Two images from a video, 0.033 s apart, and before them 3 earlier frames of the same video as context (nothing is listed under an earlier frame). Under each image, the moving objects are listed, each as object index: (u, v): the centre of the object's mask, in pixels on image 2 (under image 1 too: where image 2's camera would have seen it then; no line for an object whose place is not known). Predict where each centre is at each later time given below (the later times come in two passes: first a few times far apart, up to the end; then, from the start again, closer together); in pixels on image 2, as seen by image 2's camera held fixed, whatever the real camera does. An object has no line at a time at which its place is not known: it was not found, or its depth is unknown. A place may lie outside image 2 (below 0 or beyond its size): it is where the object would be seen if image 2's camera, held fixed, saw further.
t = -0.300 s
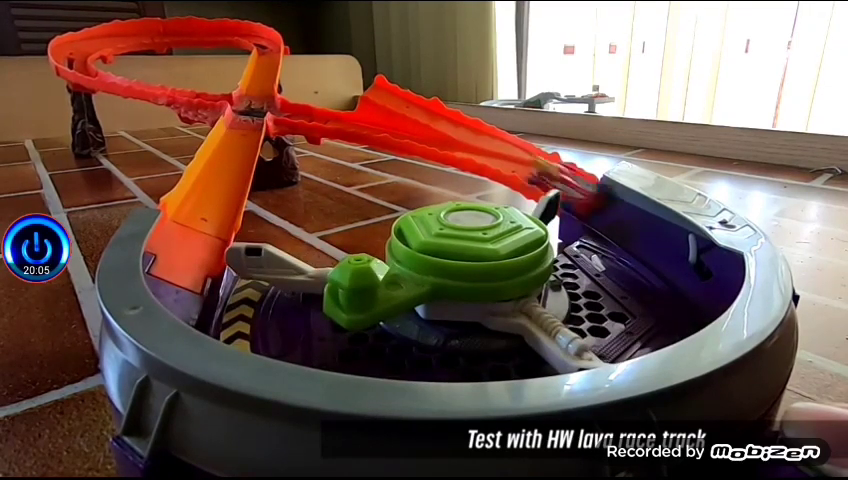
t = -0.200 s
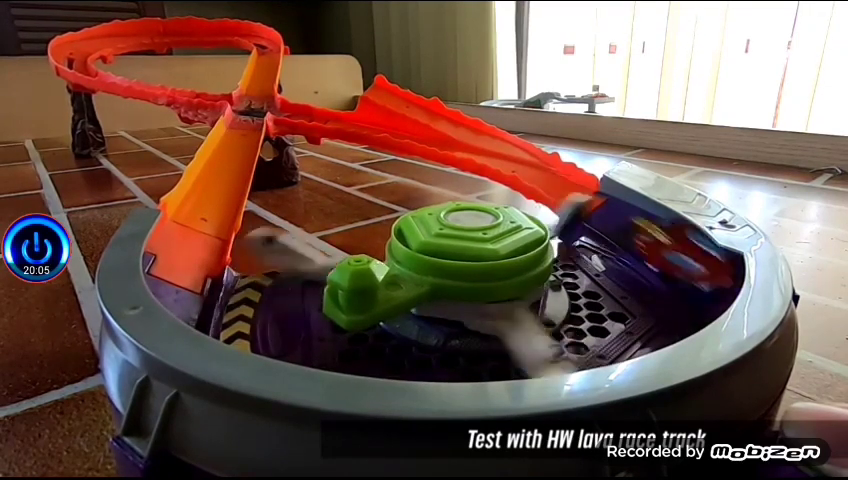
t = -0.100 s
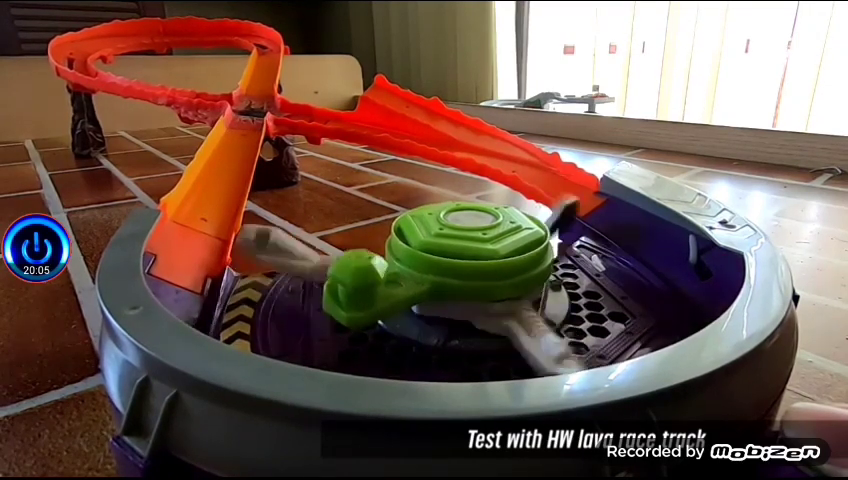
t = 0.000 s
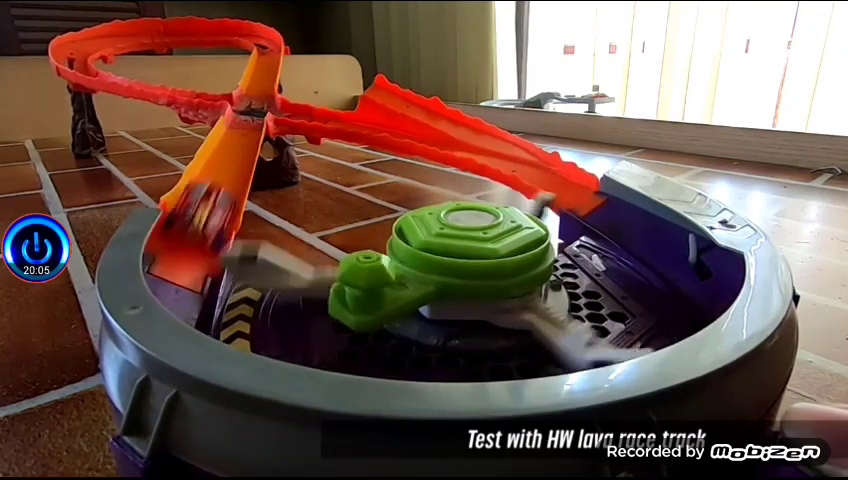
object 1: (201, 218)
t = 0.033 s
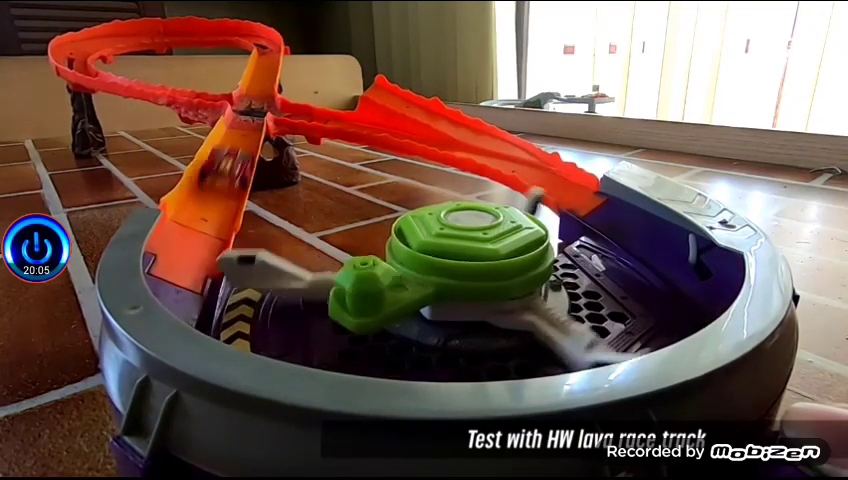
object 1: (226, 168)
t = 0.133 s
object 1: (253, 97)
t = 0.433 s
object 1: (164, 35)
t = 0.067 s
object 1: (239, 135)
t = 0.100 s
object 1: (246, 113)
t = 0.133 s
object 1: (253, 97)
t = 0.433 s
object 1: (164, 35)
